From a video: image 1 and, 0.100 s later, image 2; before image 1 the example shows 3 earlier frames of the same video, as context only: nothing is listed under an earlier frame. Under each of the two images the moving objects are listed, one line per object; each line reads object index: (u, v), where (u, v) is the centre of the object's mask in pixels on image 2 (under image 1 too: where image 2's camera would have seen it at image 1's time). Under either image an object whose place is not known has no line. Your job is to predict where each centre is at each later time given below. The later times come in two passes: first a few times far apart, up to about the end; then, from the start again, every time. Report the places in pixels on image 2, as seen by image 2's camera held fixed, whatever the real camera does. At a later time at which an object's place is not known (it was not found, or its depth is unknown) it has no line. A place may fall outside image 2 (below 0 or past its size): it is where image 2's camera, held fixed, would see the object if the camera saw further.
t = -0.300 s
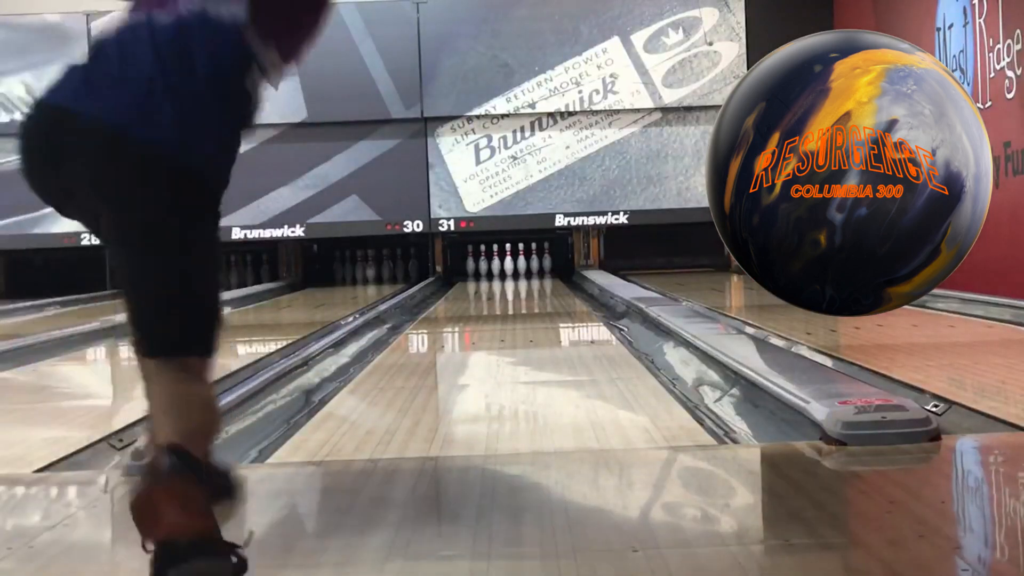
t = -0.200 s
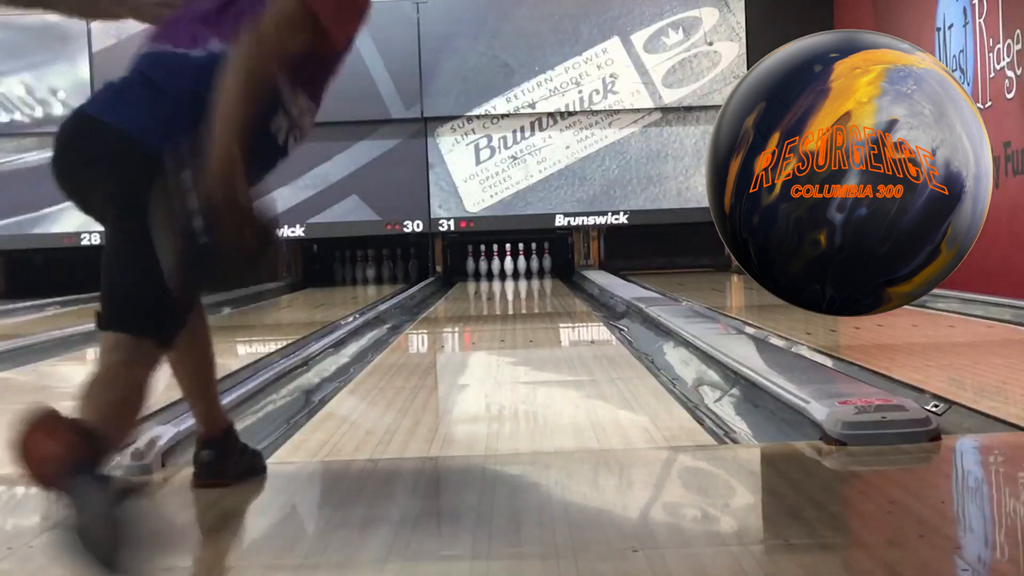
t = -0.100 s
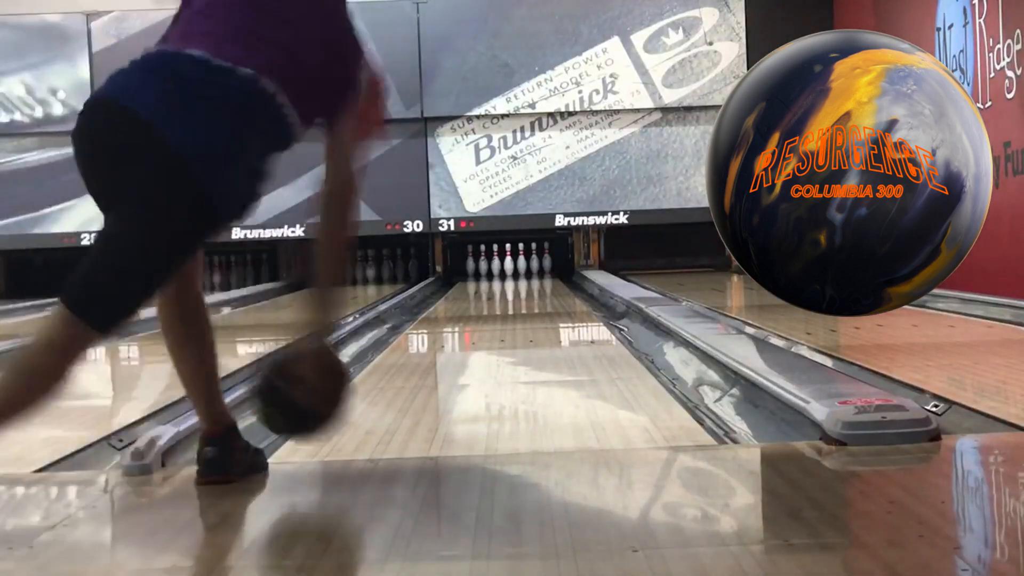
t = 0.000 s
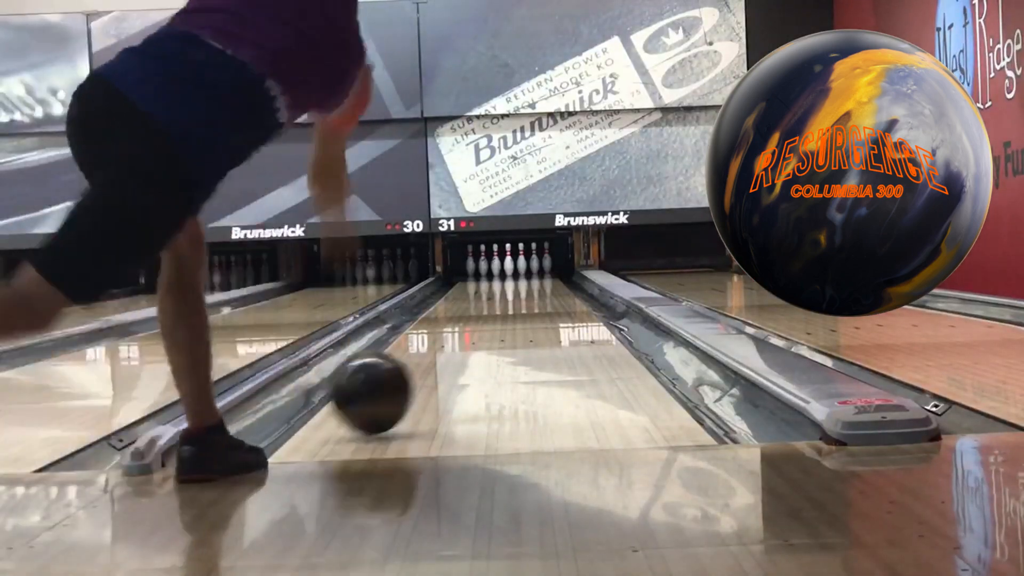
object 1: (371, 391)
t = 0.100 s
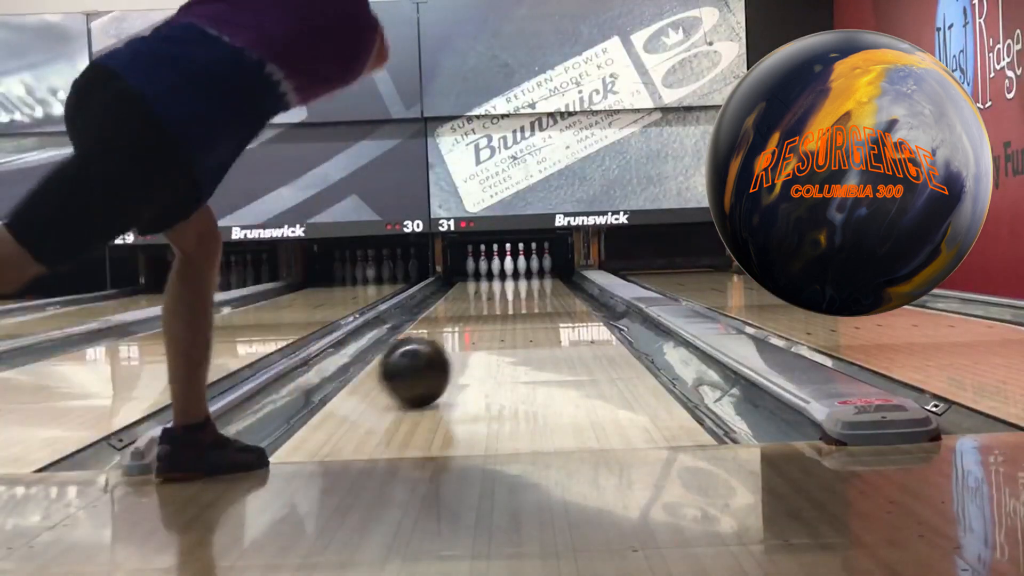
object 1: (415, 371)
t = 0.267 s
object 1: (465, 344)
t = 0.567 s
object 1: (517, 314)
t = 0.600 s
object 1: (521, 311)
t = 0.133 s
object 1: (426, 365)
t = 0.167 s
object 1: (437, 359)
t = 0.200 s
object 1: (448, 354)
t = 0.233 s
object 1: (457, 348)
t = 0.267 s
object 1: (465, 344)
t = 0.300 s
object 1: (473, 339)
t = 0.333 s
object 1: (480, 335)
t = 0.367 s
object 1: (487, 332)
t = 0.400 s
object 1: (493, 329)
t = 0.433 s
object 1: (498, 325)
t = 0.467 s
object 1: (503, 322)
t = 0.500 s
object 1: (508, 320)
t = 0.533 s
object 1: (513, 317)
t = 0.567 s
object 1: (517, 314)
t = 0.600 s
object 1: (521, 311)
